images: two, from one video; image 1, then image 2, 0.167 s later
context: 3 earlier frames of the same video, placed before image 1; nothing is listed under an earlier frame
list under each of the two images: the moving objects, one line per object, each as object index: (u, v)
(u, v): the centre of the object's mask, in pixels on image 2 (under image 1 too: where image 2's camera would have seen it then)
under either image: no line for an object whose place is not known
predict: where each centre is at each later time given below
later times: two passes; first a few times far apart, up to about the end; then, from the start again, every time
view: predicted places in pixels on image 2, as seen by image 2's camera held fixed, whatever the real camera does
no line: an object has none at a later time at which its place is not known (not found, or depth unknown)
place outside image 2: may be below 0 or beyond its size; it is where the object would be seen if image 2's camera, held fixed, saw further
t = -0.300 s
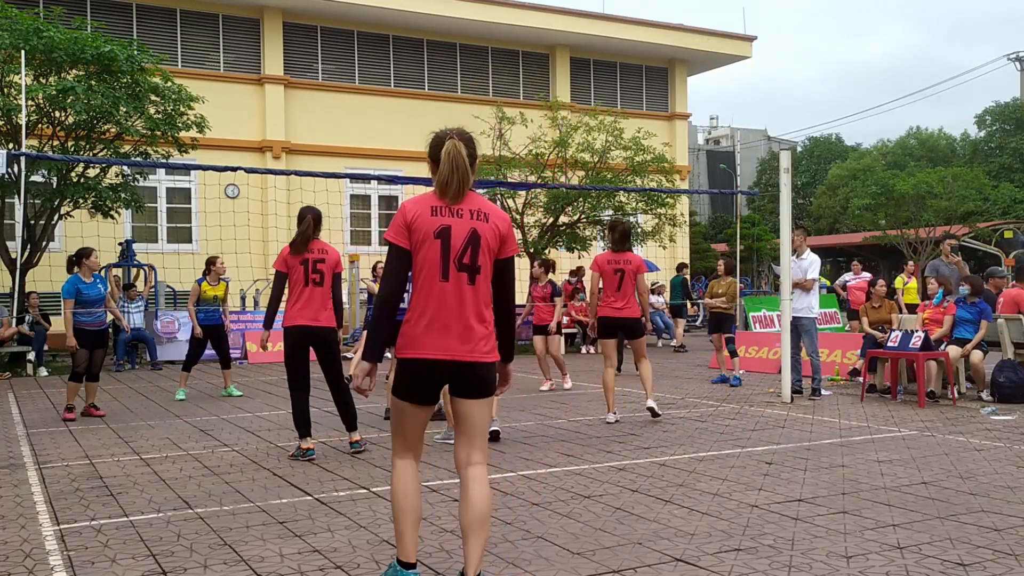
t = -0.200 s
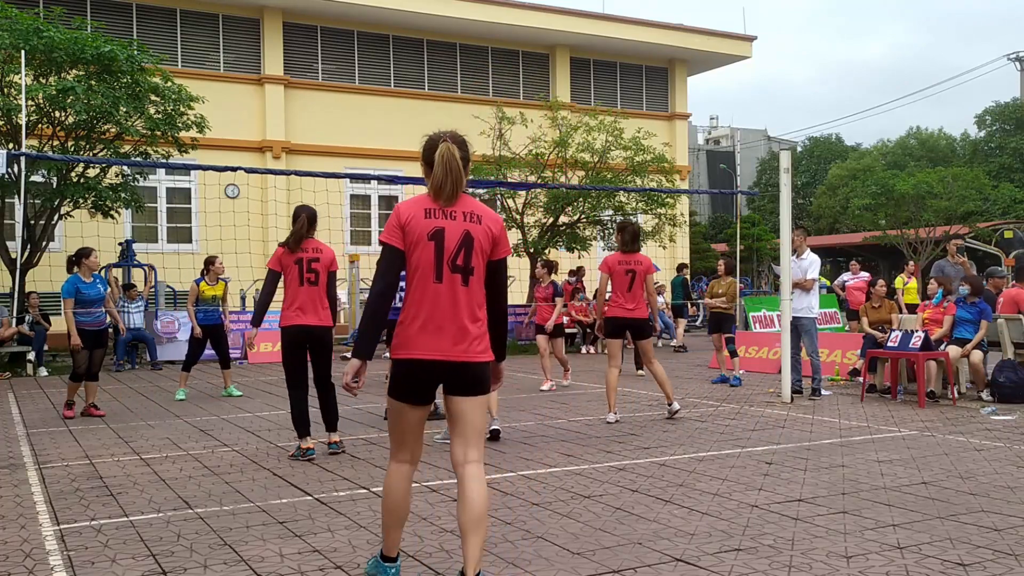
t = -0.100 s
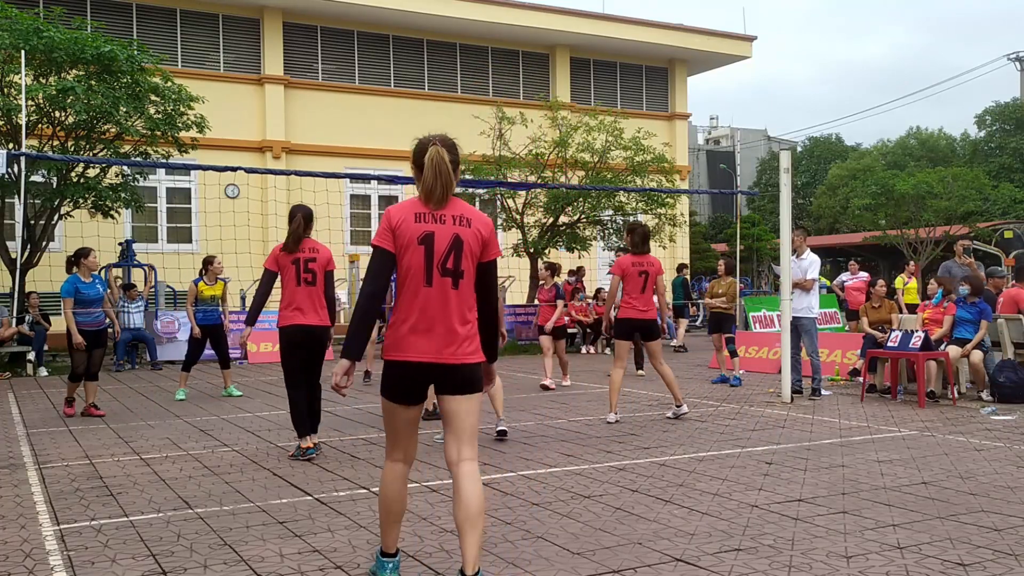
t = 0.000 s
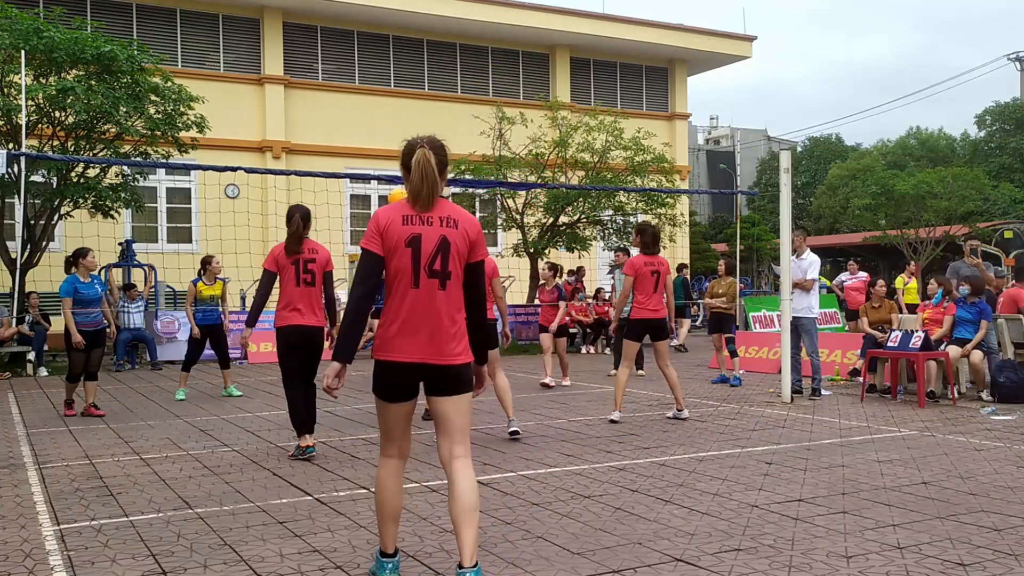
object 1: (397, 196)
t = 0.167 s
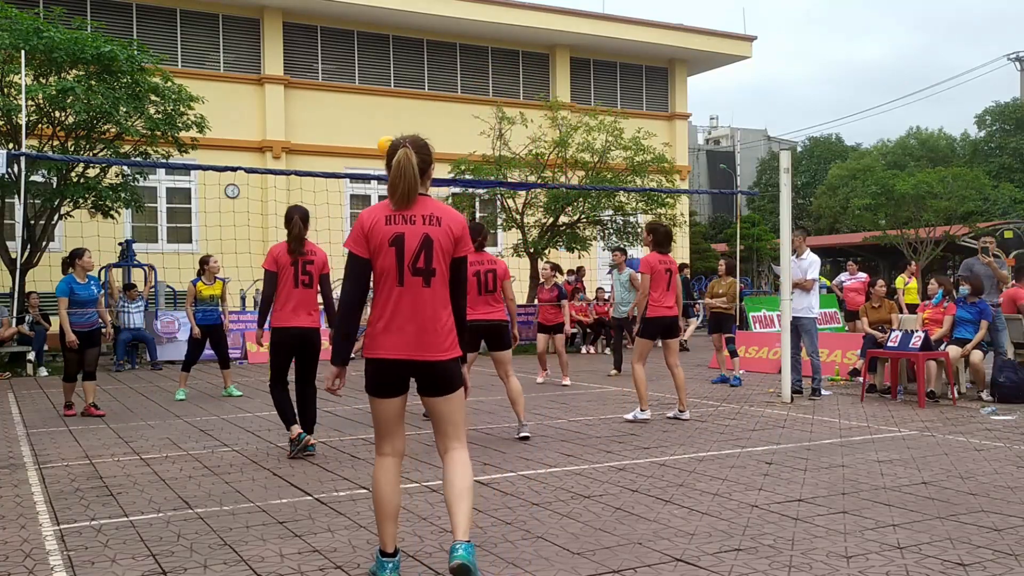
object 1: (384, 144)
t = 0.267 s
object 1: (381, 124)
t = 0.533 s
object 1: (365, 109)
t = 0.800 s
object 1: (349, 159)
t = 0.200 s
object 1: (384, 137)
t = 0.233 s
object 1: (384, 131)
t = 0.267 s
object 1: (381, 124)
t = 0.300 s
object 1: (380, 119)
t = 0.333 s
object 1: (377, 115)
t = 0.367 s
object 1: (375, 112)
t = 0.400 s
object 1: (373, 109)
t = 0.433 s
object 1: (371, 107)
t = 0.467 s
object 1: (369, 107)
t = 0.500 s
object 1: (367, 108)
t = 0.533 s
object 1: (365, 109)
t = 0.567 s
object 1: (363, 112)
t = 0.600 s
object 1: (361, 115)
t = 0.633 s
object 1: (360, 120)
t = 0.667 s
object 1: (357, 126)
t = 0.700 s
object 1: (355, 132)
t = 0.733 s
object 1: (353, 140)
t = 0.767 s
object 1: (352, 149)
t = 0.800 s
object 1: (349, 159)
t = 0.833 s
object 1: (348, 167)
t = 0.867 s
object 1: (346, 186)
